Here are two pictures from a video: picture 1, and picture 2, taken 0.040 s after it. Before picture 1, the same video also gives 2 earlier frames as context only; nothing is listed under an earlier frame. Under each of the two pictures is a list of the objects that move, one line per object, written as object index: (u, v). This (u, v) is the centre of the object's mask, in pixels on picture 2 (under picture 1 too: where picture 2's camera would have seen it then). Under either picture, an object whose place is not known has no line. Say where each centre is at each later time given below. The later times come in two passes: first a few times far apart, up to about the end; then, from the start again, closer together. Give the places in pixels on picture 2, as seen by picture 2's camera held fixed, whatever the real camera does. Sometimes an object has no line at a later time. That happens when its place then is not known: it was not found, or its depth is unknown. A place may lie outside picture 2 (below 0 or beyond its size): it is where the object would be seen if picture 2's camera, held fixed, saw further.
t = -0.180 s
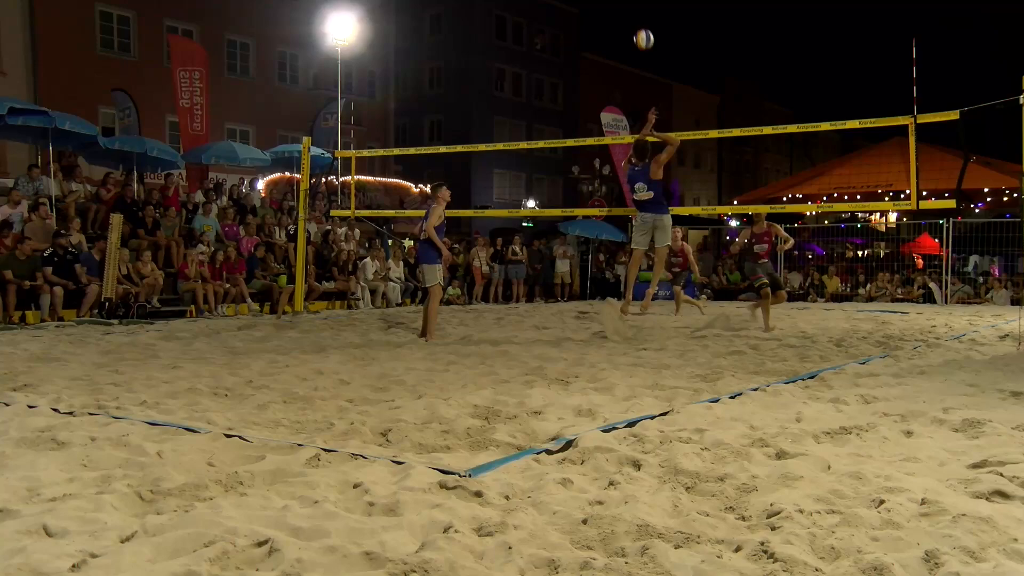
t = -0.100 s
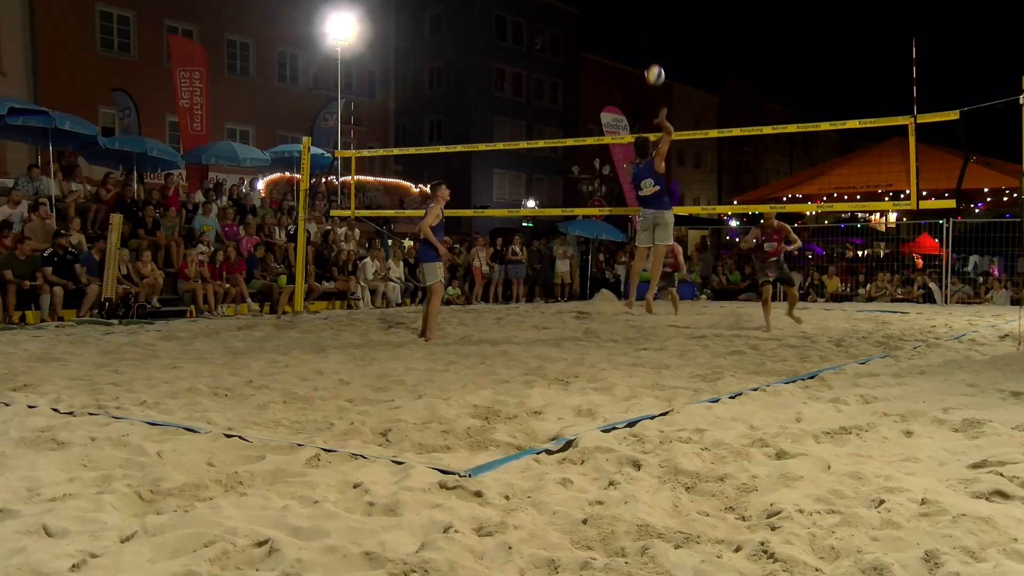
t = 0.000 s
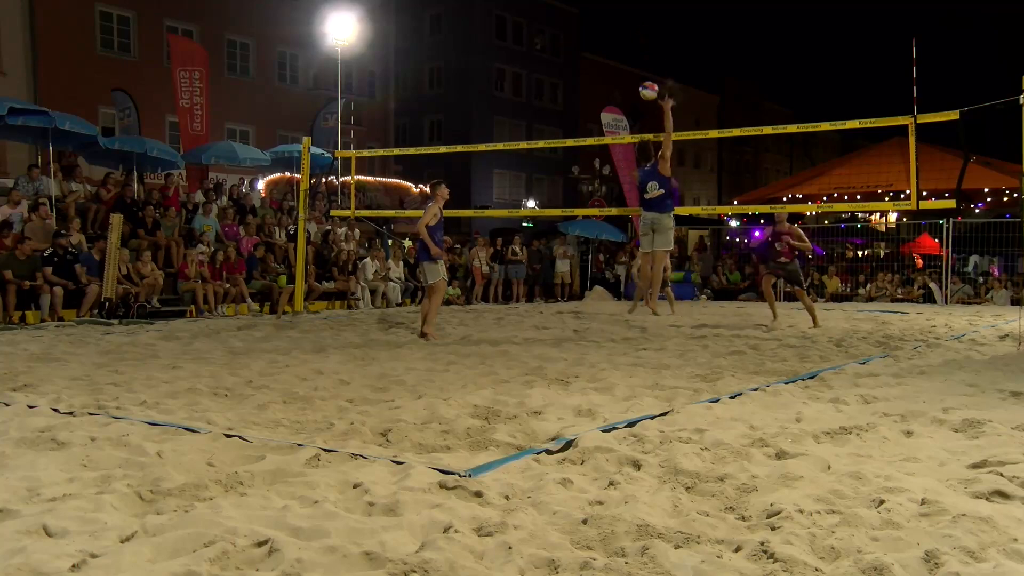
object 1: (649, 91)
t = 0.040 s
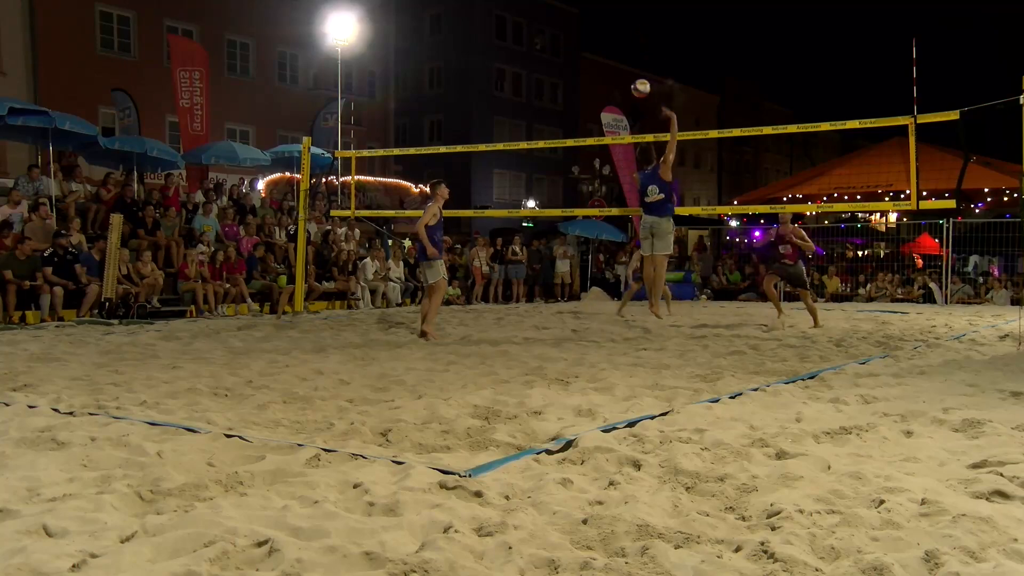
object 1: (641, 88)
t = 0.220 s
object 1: (607, 93)
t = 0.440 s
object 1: (575, 129)
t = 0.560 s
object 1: (560, 159)
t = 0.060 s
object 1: (637, 87)
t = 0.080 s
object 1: (632, 87)
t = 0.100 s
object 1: (629, 87)
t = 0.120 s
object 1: (625, 87)
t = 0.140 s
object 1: (621, 88)
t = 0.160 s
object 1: (618, 89)
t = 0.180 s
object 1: (614, 90)
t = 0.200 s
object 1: (611, 91)
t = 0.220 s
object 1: (607, 93)
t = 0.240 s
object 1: (604, 95)
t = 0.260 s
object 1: (601, 97)
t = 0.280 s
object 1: (598, 100)
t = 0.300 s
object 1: (595, 103)
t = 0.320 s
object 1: (592, 106)
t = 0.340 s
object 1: (589, 109)
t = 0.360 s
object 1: (586, 113)
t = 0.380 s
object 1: (583, 116)
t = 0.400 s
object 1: (580, 120)
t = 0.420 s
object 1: (577, 125)
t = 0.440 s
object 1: (575, 129)
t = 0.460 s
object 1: (572, 133)
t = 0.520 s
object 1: (565, 150)
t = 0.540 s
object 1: (562, 153)
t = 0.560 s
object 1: (560, 159)
